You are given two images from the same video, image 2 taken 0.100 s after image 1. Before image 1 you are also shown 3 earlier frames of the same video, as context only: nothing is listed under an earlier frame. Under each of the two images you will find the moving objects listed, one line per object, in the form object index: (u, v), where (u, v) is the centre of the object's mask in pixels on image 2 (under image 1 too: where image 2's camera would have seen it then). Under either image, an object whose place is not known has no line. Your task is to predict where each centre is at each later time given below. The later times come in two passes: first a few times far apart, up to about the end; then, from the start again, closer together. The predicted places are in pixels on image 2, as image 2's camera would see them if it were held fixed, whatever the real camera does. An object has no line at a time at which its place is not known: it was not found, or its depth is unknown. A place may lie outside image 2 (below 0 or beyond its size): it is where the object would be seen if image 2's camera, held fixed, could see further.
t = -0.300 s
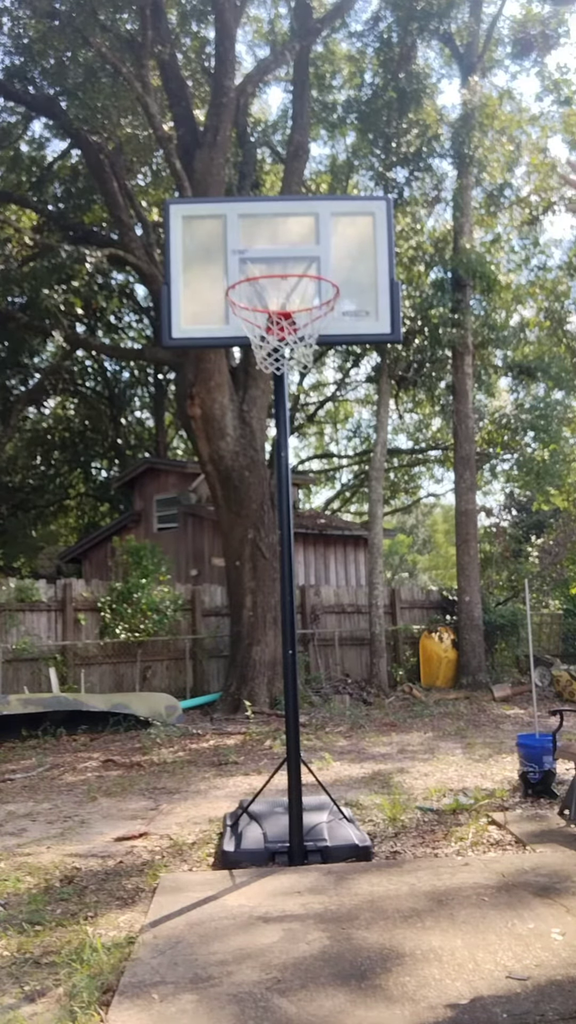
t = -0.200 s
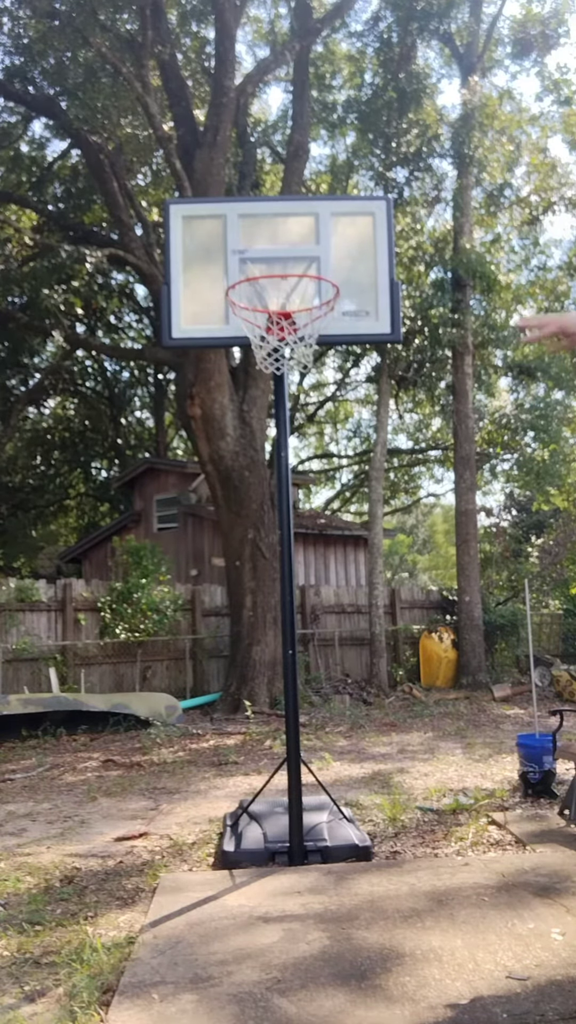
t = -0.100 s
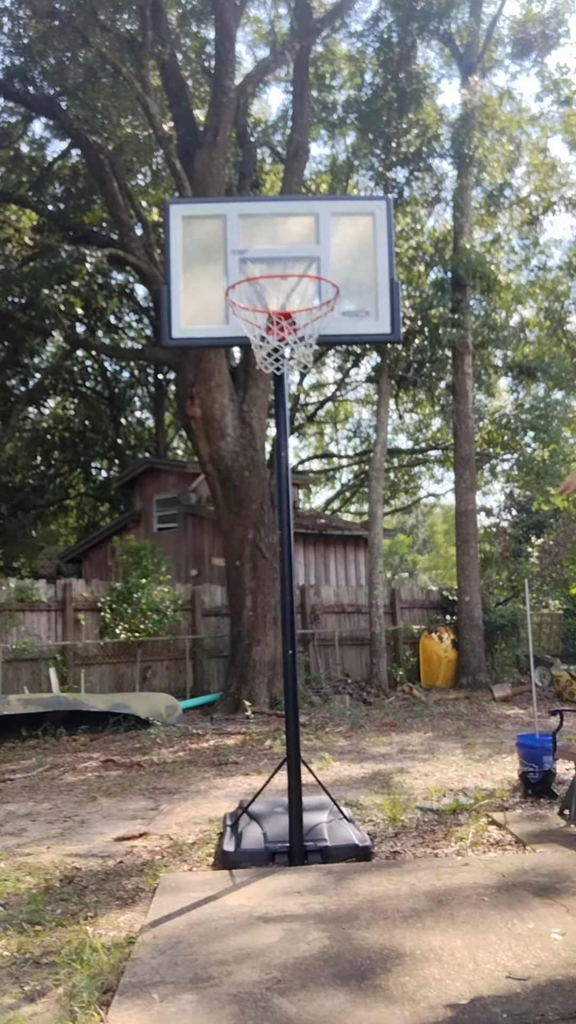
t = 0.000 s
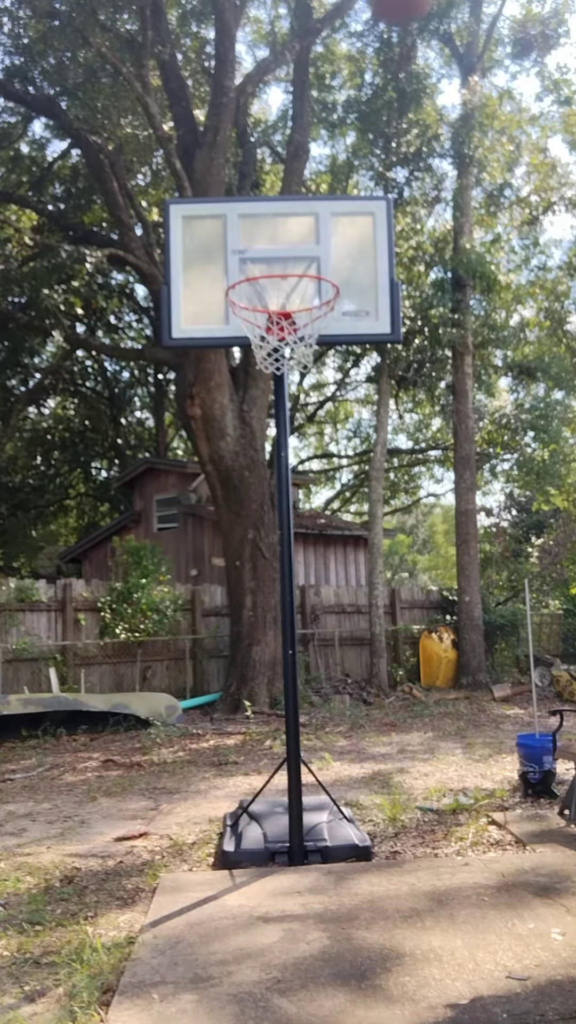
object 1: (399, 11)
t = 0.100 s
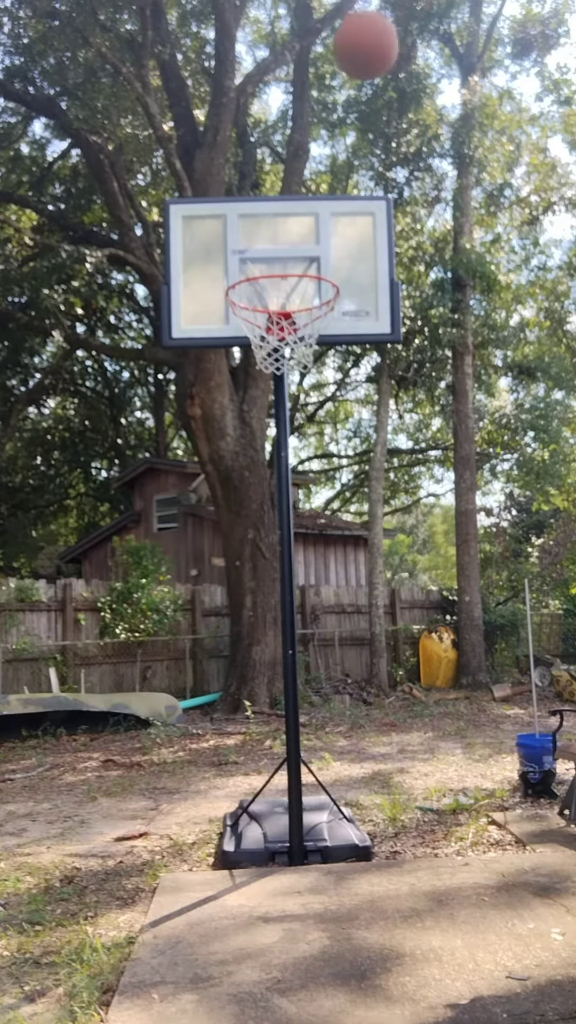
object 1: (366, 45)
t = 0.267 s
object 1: (321, 169)
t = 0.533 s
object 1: (275, 369)
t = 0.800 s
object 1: (243, 513)
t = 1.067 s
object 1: (213, 813)
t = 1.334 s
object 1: (180, 613)
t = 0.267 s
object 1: (321, 169)
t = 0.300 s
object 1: (314, 198)
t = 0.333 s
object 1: (307, 228)
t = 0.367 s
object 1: (300, 259)
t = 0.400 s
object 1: (294, 292)
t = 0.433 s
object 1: (289, 322)
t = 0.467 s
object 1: (285, 351)
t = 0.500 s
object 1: (280, 362)
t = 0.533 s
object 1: (275, 369)
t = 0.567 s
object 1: (271, 379)
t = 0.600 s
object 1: (266, 391)
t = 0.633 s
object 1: (263, 405)
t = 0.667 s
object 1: (258, 423)
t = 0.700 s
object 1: (255, 442)
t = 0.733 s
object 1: (251, 464)
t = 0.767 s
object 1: (247, 487)
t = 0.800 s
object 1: (243, 513)
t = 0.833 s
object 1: (239, 541)
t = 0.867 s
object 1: (235, 572)
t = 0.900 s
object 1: (232, 605)
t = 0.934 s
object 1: (228, 642)
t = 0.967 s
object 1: (225, 680)
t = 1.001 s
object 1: (221, 722)
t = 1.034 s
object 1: (217, 765)
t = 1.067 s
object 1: (213, 813)
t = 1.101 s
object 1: (210, 864)
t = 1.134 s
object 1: (206, 834)
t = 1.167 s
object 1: (201, 791)
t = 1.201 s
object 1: (197, 751)
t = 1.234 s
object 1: (193, 713)
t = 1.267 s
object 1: (189, 678)
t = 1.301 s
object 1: (184, 645)
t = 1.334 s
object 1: (180, 613)
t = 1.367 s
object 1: (176, 584)
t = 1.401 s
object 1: (172, 557)
